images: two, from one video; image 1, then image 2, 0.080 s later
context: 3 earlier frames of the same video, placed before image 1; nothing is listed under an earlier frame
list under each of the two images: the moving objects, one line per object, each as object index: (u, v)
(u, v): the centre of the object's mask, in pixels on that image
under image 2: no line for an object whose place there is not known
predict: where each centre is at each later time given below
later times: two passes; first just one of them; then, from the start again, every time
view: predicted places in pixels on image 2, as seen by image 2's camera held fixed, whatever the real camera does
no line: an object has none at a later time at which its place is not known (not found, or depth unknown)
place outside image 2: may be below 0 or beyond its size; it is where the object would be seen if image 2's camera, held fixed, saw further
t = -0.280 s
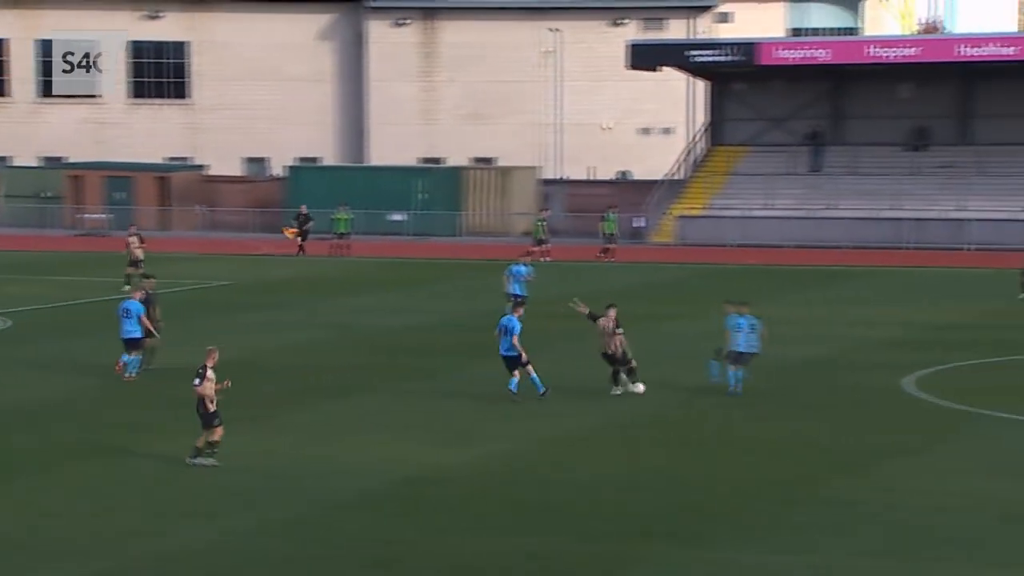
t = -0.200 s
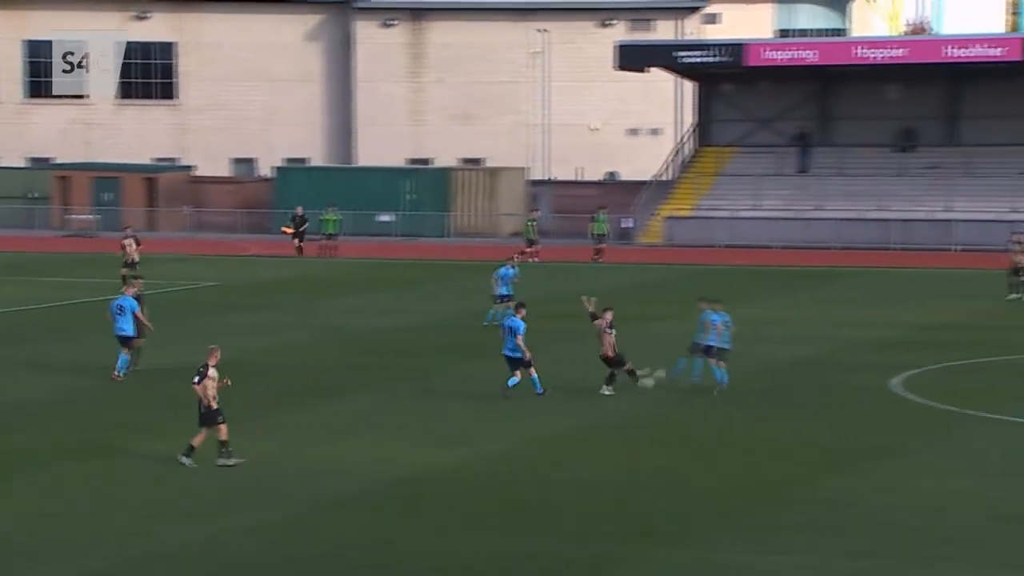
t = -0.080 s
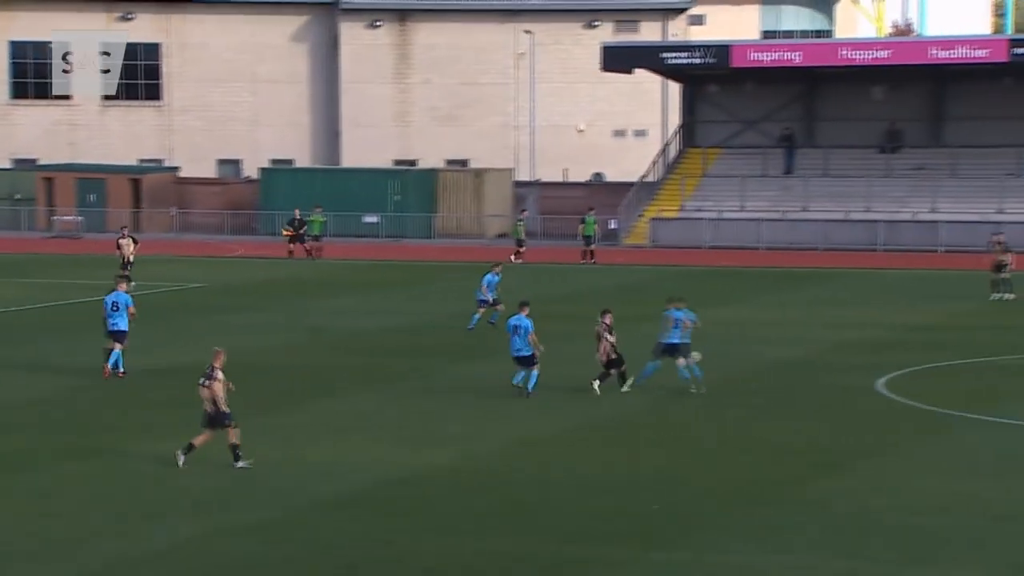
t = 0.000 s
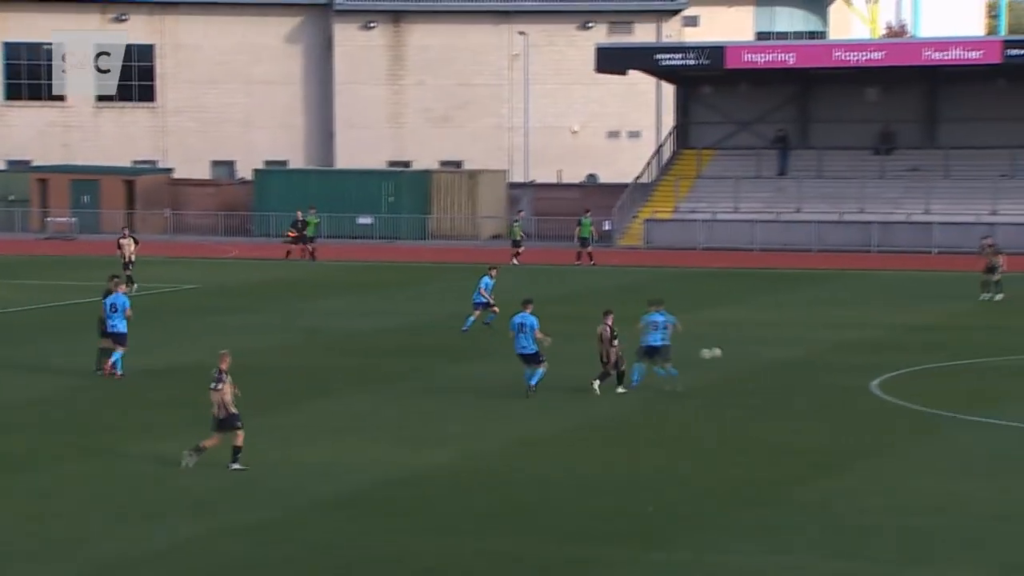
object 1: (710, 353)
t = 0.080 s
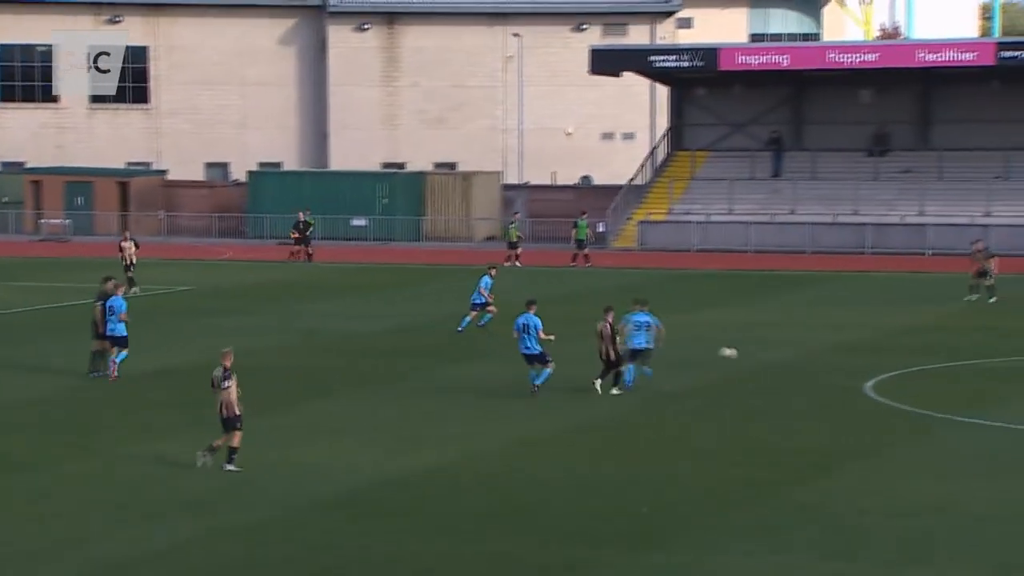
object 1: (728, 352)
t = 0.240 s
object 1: (759, 336)
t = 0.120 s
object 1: (738, 351)
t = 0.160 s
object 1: (745, 346)
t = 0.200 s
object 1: (752, 340)
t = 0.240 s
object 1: (759, 336)
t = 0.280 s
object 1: (765, 333)
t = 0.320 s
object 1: (770, 331)
